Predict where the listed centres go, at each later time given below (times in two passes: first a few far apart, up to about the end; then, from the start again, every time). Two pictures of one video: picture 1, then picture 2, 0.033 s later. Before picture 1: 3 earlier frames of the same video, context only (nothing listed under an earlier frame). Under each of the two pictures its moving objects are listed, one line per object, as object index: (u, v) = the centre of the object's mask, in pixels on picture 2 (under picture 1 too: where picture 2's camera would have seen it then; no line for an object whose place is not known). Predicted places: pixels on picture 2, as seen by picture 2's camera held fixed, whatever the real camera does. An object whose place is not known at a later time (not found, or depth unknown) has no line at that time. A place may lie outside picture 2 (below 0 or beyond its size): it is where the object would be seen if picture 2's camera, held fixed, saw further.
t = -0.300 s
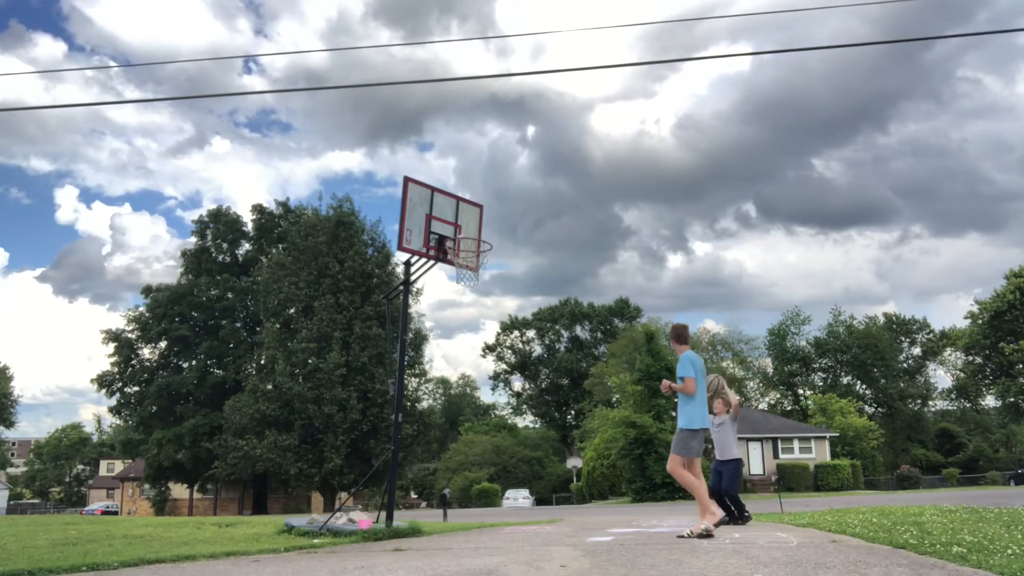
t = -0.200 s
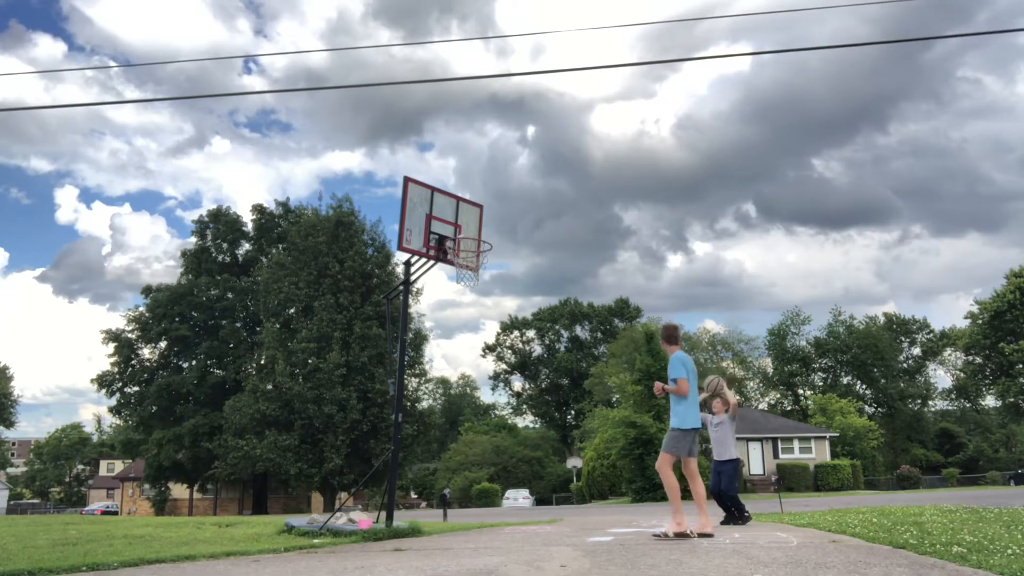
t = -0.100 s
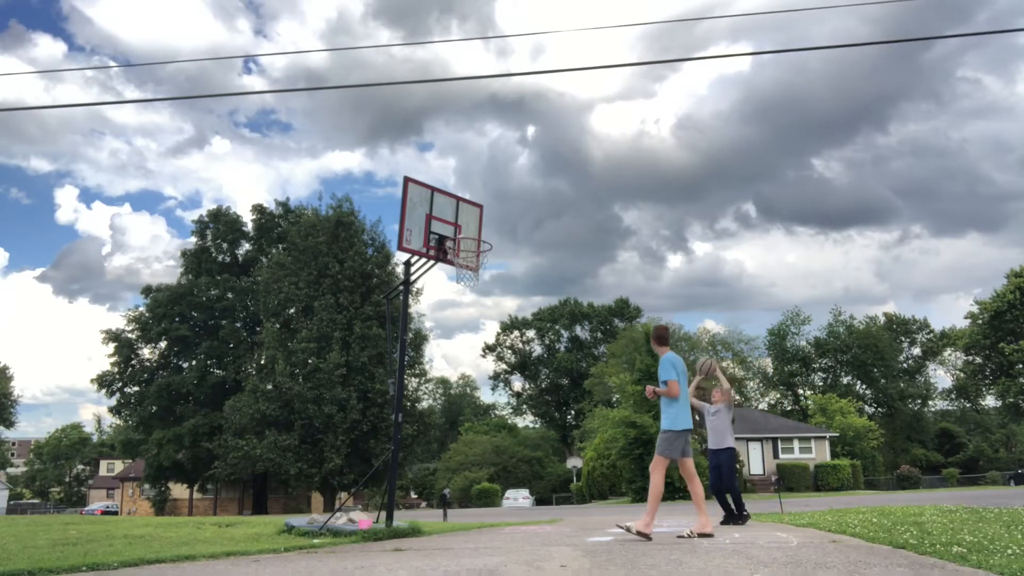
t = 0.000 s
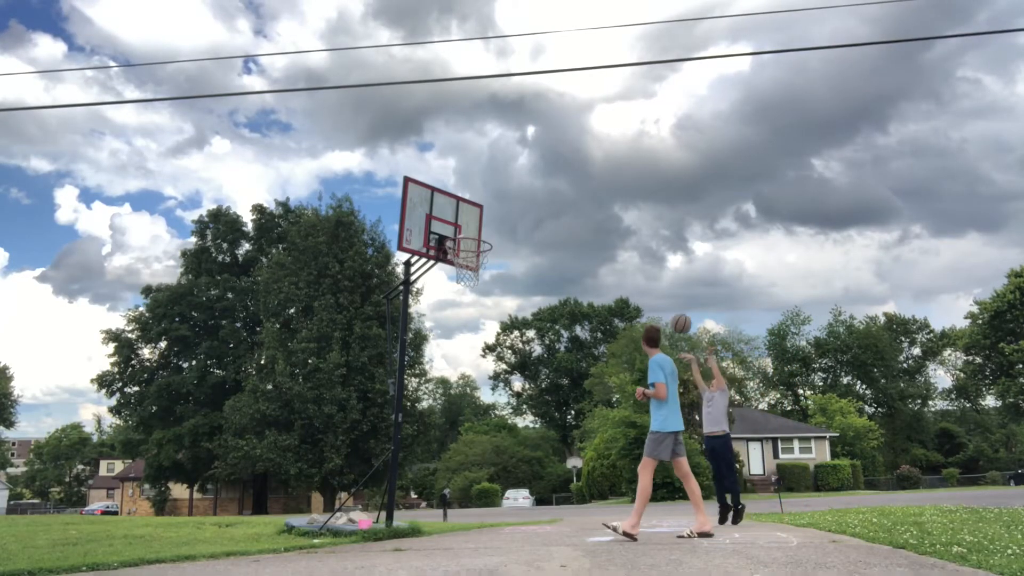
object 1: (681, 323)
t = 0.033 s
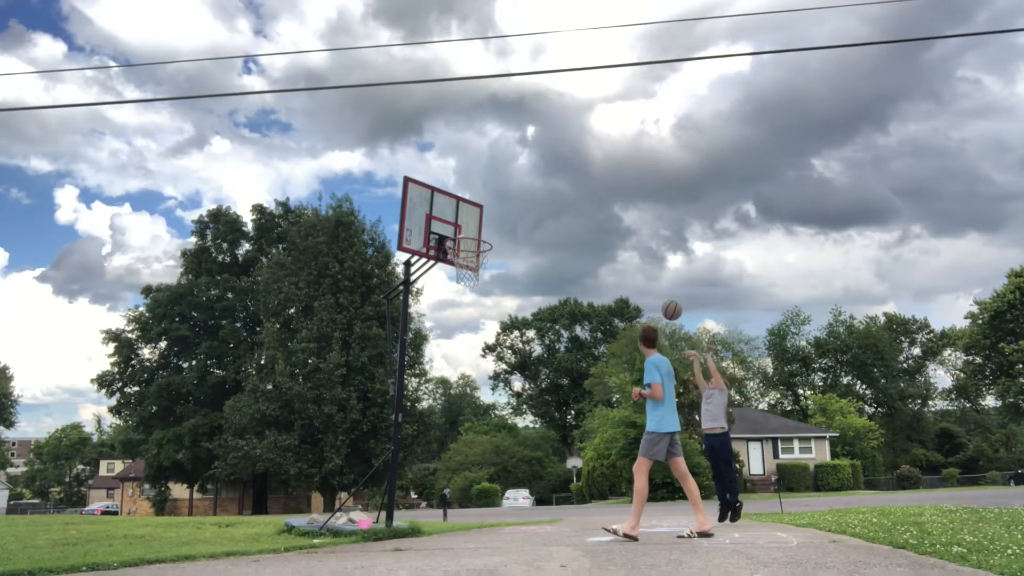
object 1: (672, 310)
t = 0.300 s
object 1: (593, 235)
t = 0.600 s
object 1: (498, 220)
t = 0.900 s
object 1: (461, 250)
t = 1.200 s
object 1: (454, 301)
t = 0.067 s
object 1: (662, 297)
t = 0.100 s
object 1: (652, 286)
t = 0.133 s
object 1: (642, 275)
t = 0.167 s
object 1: (633, 265)
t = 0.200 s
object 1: (623, 256)
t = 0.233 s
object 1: (613, 248)
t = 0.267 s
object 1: (603, 241)
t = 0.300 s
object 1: (593, 235)
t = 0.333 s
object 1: (583, 229)
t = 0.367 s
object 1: (573, 225)
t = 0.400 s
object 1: (562, 221)
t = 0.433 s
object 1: (552, 218)
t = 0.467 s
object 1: (541, 217)
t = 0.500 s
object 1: (531, 216)
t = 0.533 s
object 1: (520, 216)
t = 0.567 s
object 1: (509, 217)
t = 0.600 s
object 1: (498, 220)
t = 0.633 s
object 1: (487, 223)
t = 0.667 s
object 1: (476, 227)
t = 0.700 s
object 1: (465, 233)
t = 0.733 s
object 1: (456, 239)
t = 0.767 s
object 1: (465, 240)
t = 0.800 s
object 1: (474, 243)
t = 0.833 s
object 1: (474, 245)
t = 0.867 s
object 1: (467, 247)
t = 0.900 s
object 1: (461, 250)
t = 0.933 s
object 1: (456, 254)
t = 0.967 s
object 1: (454, 259)
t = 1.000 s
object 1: (453, 263)
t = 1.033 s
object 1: (453, 268)
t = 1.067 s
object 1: (452, 273)
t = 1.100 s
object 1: (453, 277)
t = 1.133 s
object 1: (453, 285)
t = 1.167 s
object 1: (453, 292)
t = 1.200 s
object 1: (454, 301)
